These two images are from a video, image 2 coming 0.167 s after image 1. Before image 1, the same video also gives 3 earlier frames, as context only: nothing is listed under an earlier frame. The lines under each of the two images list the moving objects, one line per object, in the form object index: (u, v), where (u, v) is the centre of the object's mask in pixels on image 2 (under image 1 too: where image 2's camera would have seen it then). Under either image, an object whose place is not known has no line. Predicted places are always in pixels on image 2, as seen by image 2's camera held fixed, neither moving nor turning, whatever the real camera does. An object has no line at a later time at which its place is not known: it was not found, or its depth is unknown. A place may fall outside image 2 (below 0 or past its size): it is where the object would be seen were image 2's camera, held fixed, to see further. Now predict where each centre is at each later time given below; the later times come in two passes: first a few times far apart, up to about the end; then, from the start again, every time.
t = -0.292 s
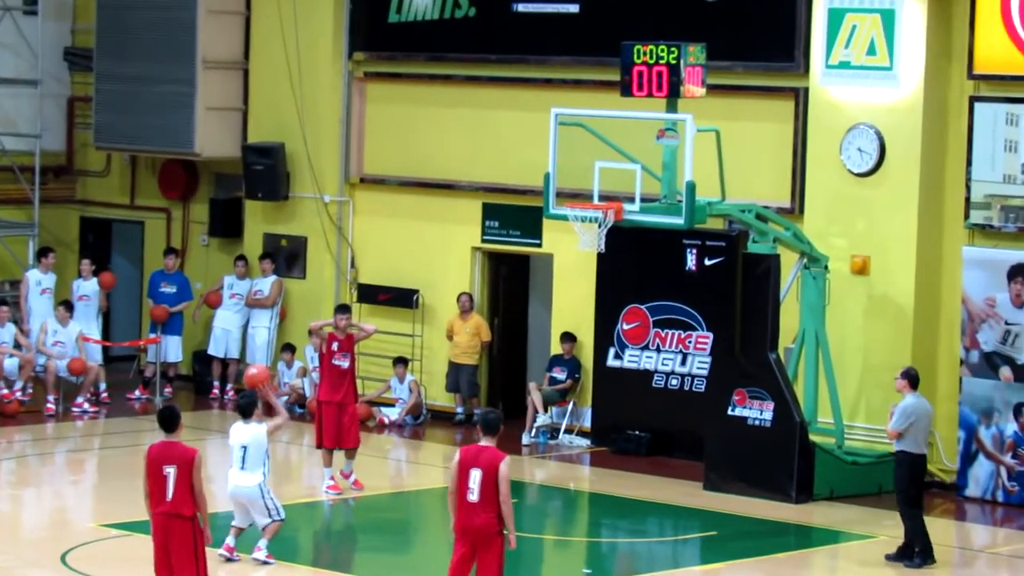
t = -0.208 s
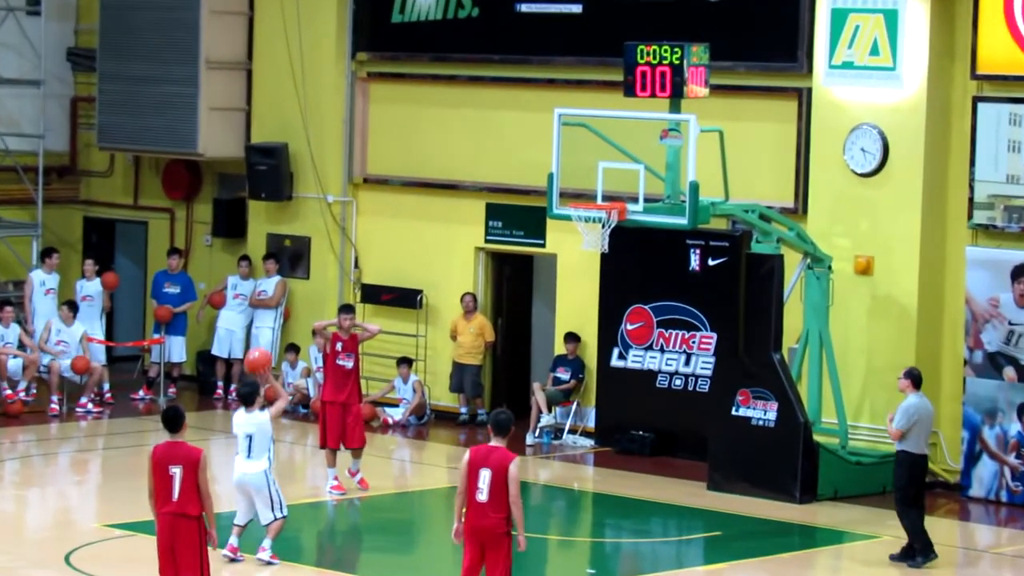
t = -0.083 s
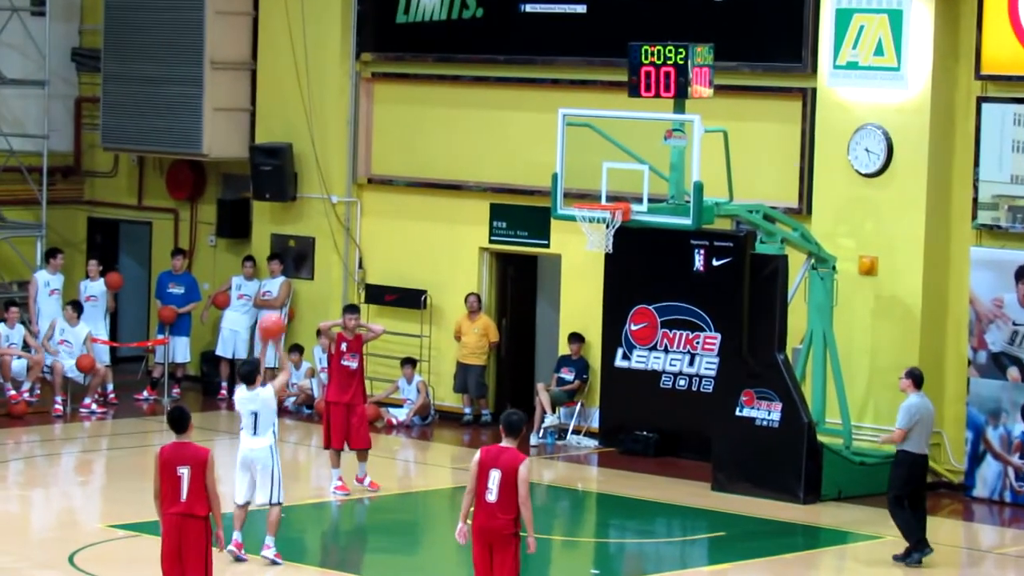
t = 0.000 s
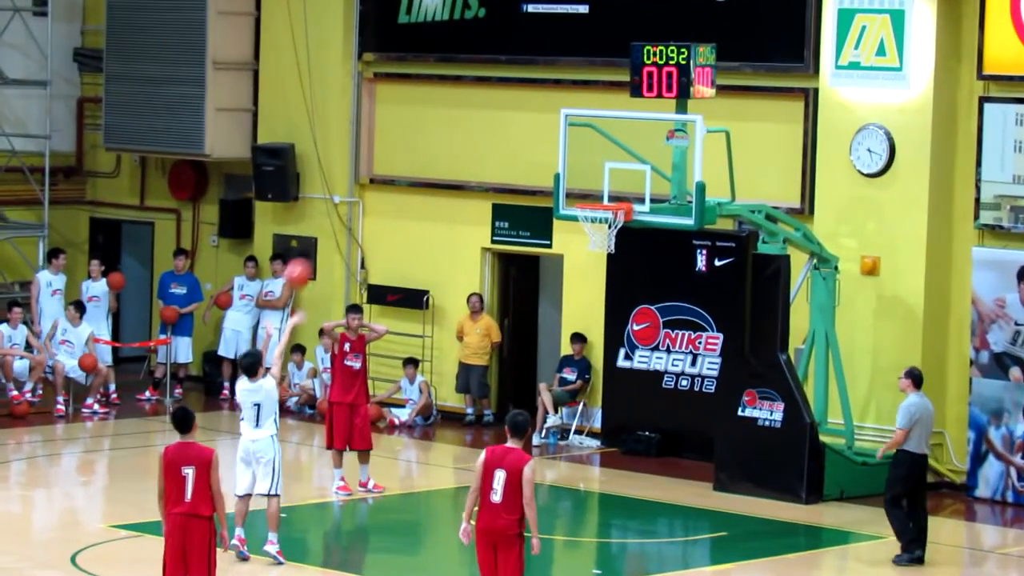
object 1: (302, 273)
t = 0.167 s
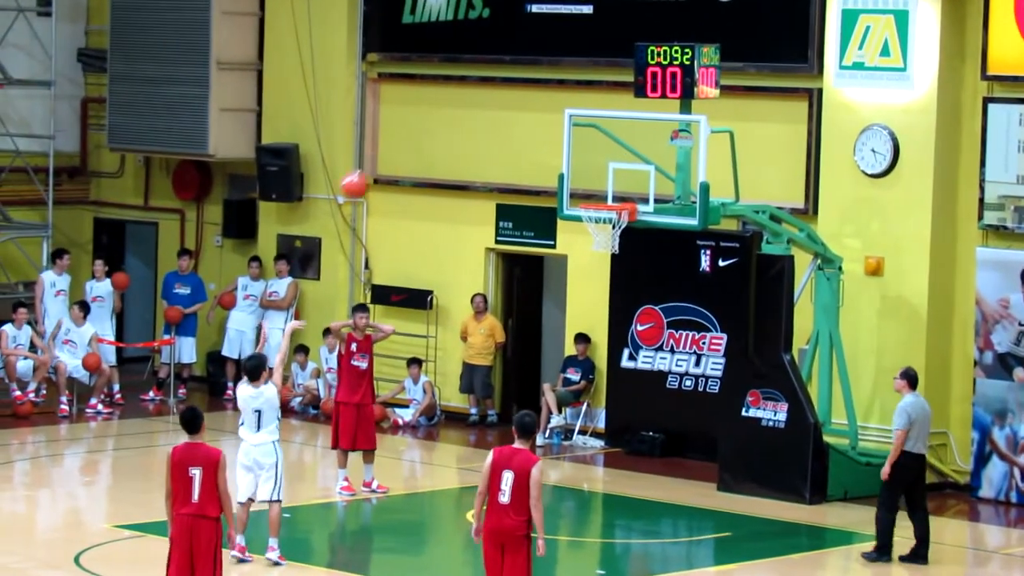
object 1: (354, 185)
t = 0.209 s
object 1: (367, 168)
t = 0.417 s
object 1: (429, 110)
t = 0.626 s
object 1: (489, 99)
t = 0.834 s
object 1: (544, 132)
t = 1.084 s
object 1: (602, 196)
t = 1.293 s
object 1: (600, 174)
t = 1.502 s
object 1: (582, 175)
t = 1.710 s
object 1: (559, 220)
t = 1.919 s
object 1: (538, 312)
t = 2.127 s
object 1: (513, 448)
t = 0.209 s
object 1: (367, 168)
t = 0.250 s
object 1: (380, 153)
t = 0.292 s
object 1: (392, 139)
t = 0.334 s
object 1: (405, 127)
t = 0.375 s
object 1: (417, 118)
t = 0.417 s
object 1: (429, 110)
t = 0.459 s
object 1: (441, 104)
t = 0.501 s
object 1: (453, 100)
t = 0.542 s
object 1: (464, 97)
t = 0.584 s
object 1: (477, 97)
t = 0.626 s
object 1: (489, 99)
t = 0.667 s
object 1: (500, 101)
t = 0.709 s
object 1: (511, 106)
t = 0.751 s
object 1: (521, 113)
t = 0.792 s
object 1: (532, 121)
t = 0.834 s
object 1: (544, 132)
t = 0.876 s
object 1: (552, 142)
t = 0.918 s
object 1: (563, 156)
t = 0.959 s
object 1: (574, 171)
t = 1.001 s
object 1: (585, 188)
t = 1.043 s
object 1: (592, 195)
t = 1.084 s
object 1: (602, 196)
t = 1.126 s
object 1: (610, 197)
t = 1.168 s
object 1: (612, 194)
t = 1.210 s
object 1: (608, 185)
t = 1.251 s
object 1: (604, 179)
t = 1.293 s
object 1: (600, 174)
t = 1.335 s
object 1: (596, 170)
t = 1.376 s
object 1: (593, 169)
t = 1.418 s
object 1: (589, 169)
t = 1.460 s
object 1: (585, 171)
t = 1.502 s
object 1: (582, 175)
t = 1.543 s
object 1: (578, 181)
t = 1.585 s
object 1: (573, 188)
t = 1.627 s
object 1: (569, 196)
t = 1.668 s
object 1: (564, 208)
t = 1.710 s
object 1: (559, 220)
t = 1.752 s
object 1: (555, 235)
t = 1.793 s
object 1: (550, 251)
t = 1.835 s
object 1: (546, 270)
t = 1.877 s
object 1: (540, 290)
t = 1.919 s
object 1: (538, 312)
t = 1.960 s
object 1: (531, 336)
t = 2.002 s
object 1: (528, 363)
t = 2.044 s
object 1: (523, 390)
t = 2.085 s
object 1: (518, 418)
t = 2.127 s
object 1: (513, 448)
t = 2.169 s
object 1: (507, 484)
